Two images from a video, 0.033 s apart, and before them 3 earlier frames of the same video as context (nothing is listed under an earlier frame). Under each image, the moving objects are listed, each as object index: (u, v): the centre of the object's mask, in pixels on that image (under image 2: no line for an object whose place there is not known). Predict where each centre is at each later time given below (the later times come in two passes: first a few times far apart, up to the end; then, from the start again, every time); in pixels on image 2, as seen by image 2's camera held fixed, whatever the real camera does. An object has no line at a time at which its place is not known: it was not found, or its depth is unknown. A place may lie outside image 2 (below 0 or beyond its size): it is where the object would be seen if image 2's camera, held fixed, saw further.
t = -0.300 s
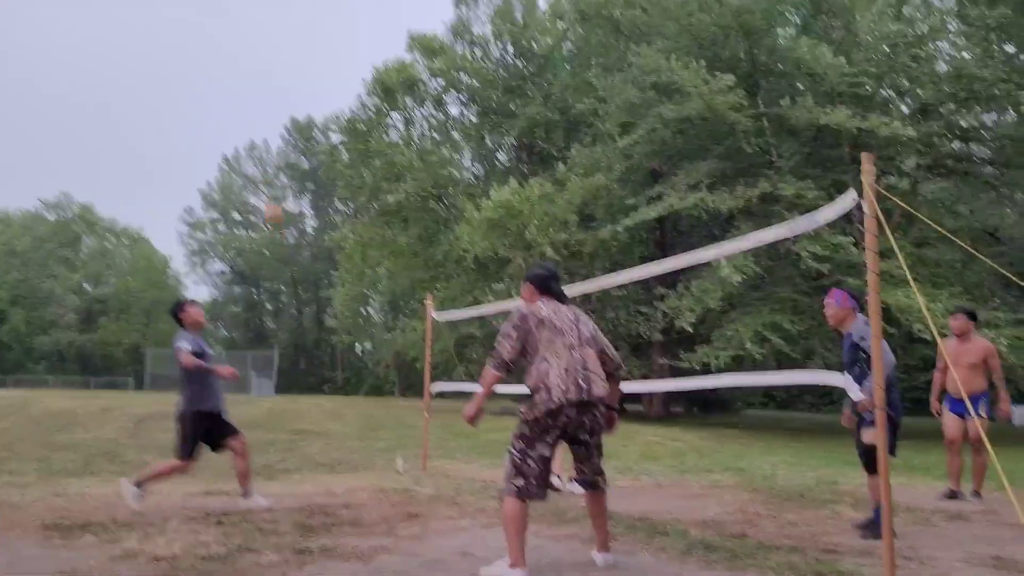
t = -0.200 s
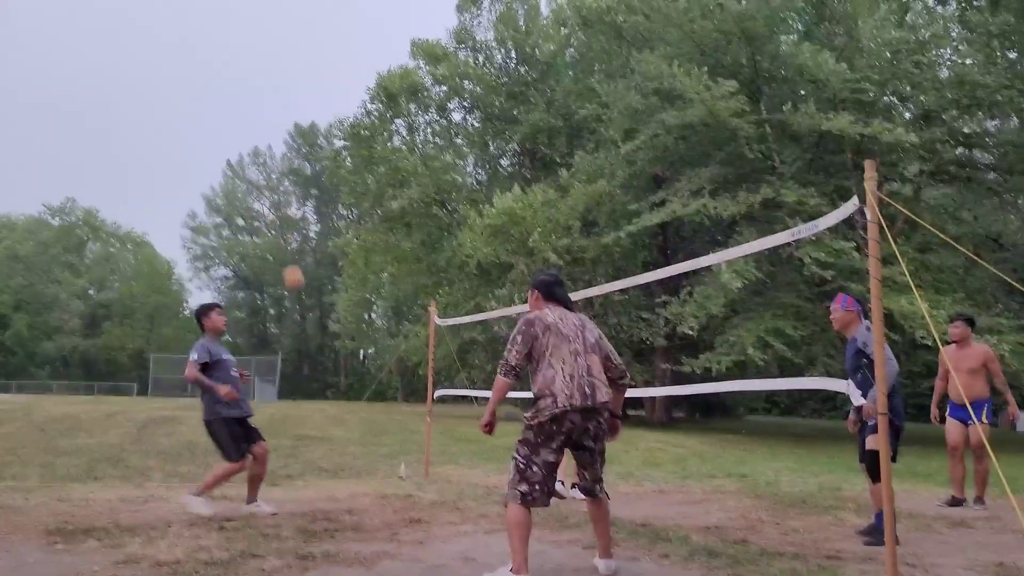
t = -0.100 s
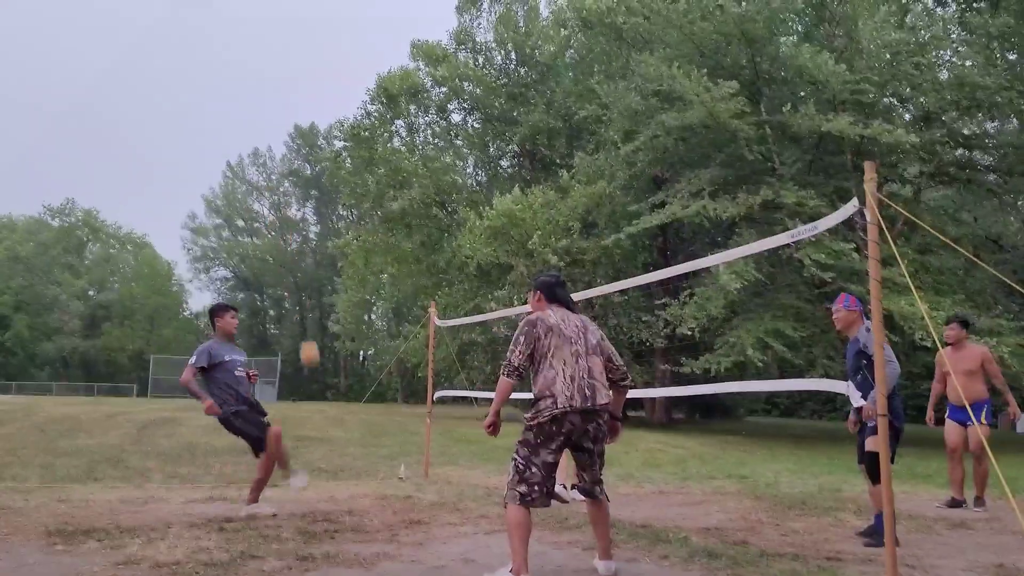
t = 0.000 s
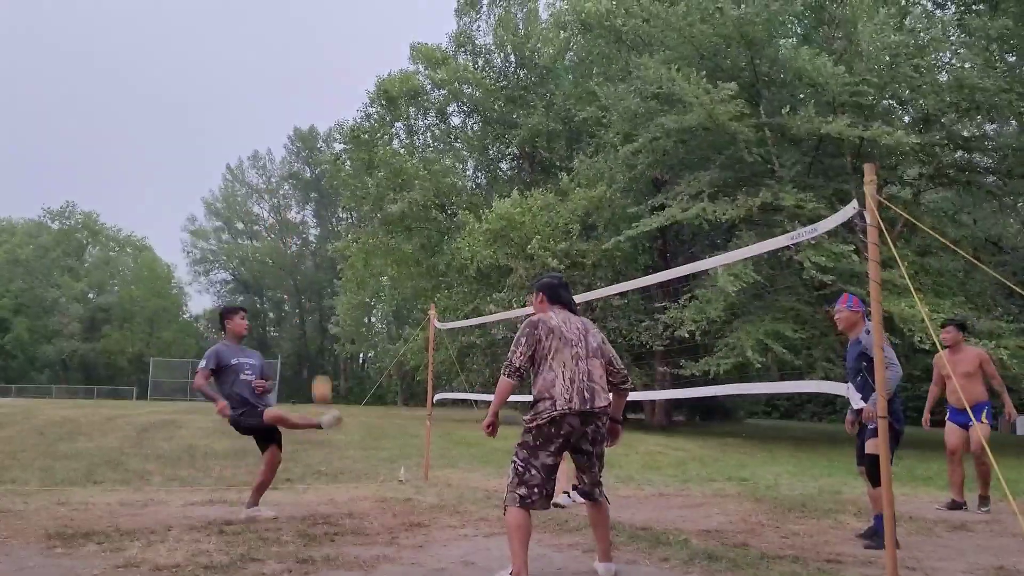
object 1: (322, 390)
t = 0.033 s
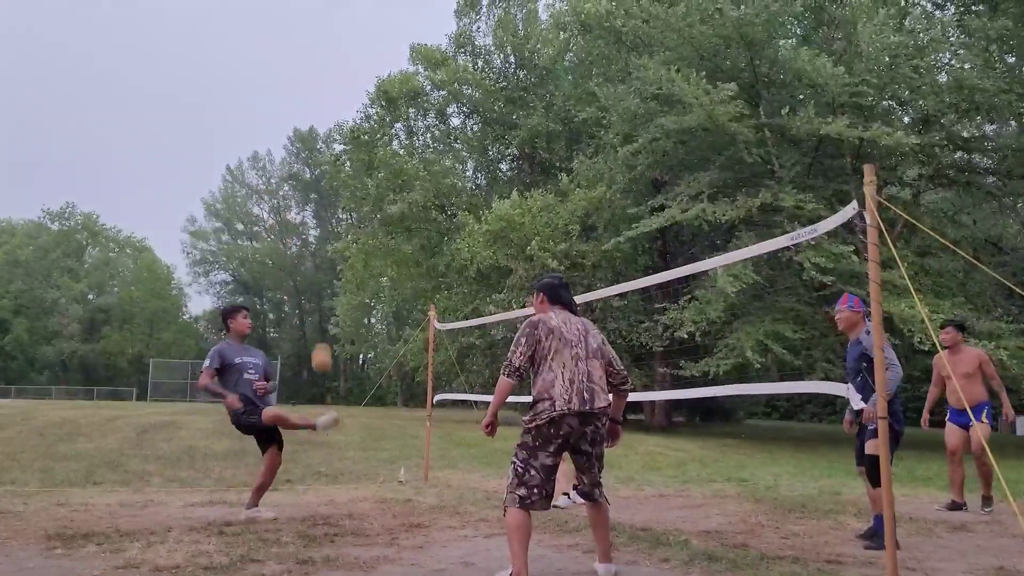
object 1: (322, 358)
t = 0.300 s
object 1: (322, 157)
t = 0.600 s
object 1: (316, 53)
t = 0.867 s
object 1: (308, 59)
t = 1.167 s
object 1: (295, 195)
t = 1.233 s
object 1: (290, 247)
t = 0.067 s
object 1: (322, 328)
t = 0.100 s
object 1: (322, 298)
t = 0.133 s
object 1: (322, 271)
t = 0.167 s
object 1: (322, 245)
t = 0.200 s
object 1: (323, 218)
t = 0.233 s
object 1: (322, 197)
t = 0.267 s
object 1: (322, 176)
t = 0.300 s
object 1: (322, 157)
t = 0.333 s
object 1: (320, 139)
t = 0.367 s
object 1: (321, 123)
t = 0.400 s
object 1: (320, 115)
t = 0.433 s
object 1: (319, 101)
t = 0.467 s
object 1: (319, 89)
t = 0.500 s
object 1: (319, 77)
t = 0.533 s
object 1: (318, 68)
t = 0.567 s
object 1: (317, 60)
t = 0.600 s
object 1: (316, 53)
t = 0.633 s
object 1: (315, 48)
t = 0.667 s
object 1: (315, 45)
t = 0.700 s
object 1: (314, 43)
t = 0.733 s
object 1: (312, 43)
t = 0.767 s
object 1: (312, 44)
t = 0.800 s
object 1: (310, 47)
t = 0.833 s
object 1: (309, 52)
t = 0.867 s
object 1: (308, 59)
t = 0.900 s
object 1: (307, 66)
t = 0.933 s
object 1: (305, 76)
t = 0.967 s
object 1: (304, 88)
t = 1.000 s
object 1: (302, 101)
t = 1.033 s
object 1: (301, 116)
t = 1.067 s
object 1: (299, 134)
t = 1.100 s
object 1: (298, 153)
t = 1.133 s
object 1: (297, 173)
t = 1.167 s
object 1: (295, 195)
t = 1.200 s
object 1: (291, 222)
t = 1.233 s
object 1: (290, 247)
